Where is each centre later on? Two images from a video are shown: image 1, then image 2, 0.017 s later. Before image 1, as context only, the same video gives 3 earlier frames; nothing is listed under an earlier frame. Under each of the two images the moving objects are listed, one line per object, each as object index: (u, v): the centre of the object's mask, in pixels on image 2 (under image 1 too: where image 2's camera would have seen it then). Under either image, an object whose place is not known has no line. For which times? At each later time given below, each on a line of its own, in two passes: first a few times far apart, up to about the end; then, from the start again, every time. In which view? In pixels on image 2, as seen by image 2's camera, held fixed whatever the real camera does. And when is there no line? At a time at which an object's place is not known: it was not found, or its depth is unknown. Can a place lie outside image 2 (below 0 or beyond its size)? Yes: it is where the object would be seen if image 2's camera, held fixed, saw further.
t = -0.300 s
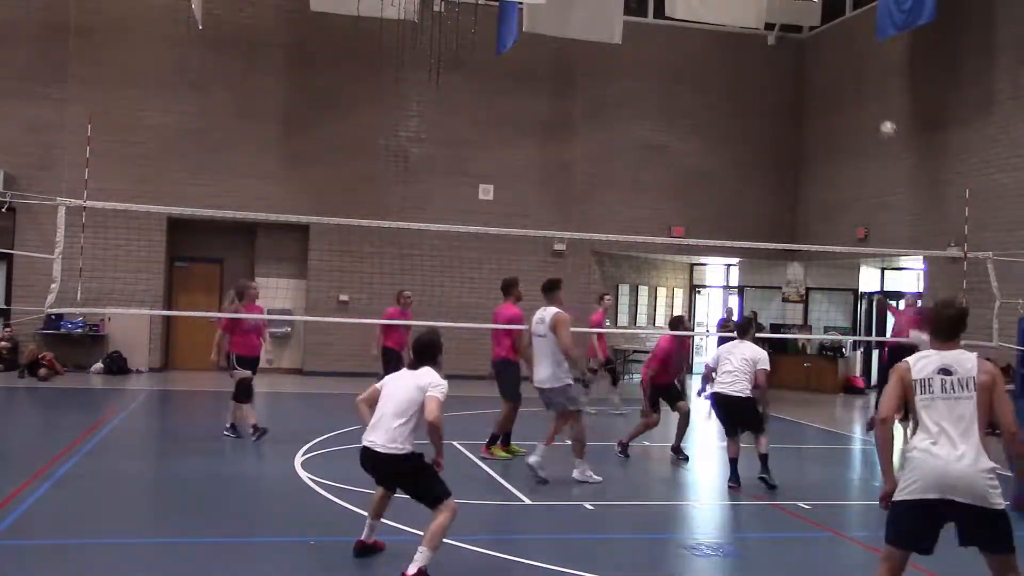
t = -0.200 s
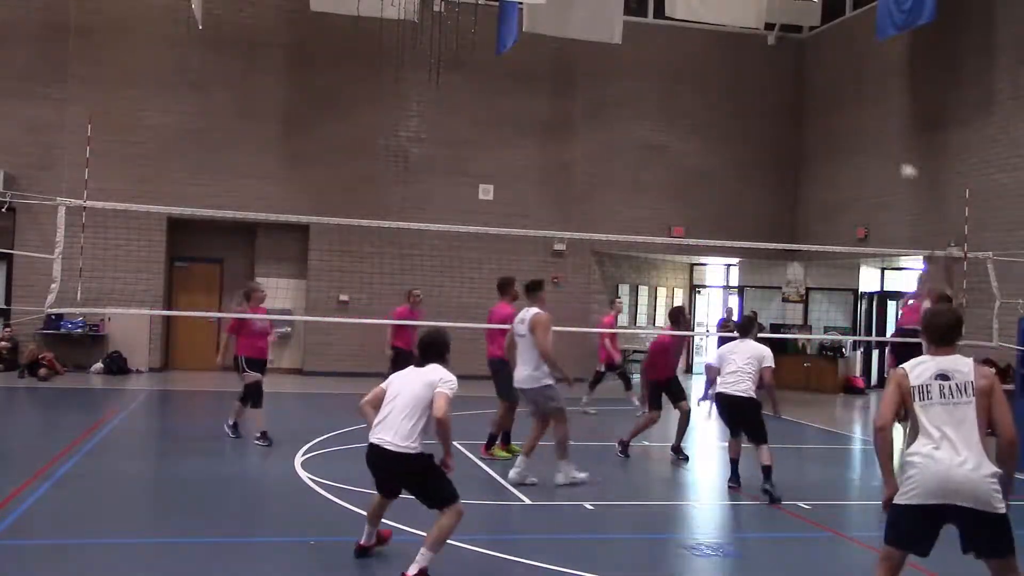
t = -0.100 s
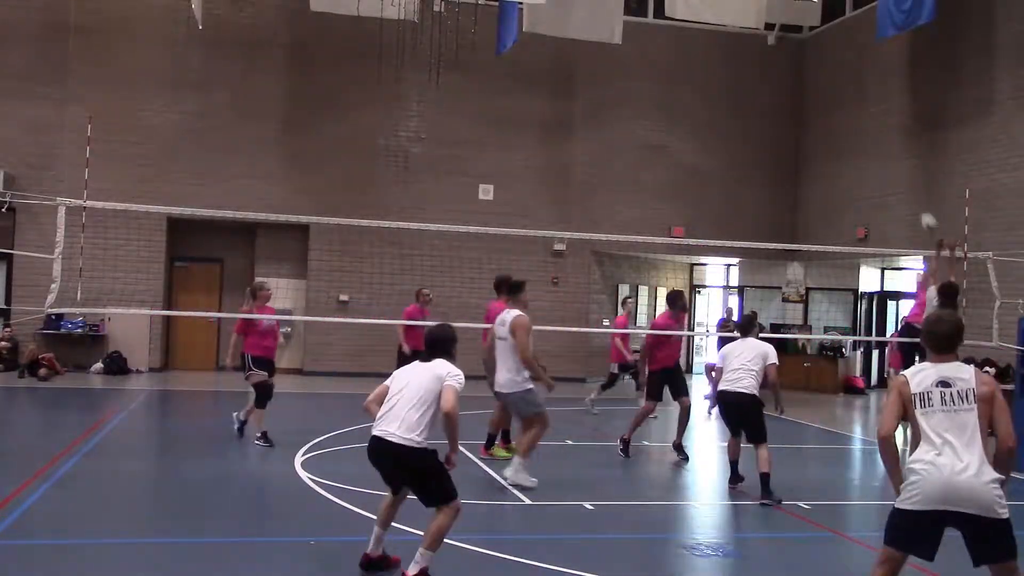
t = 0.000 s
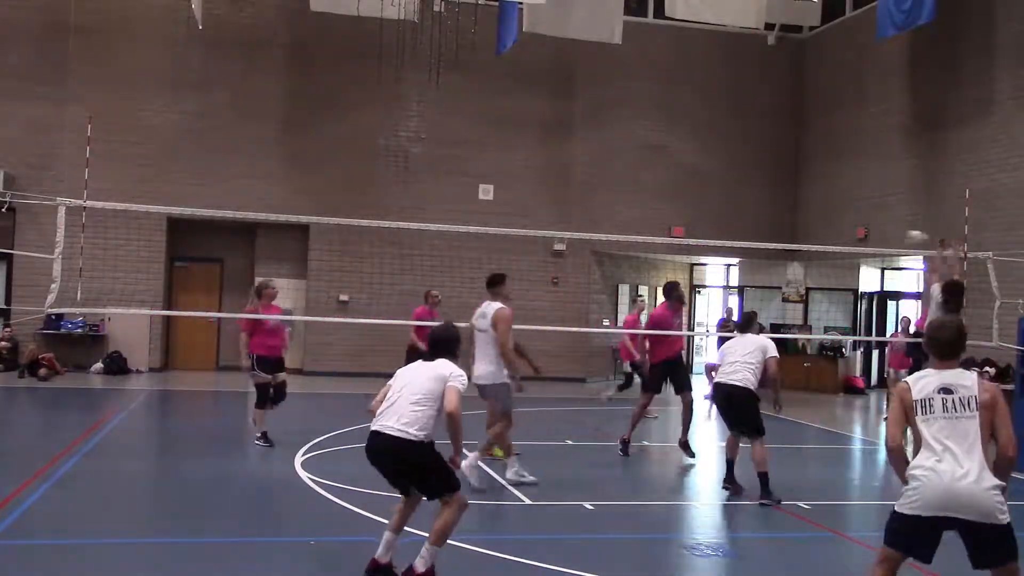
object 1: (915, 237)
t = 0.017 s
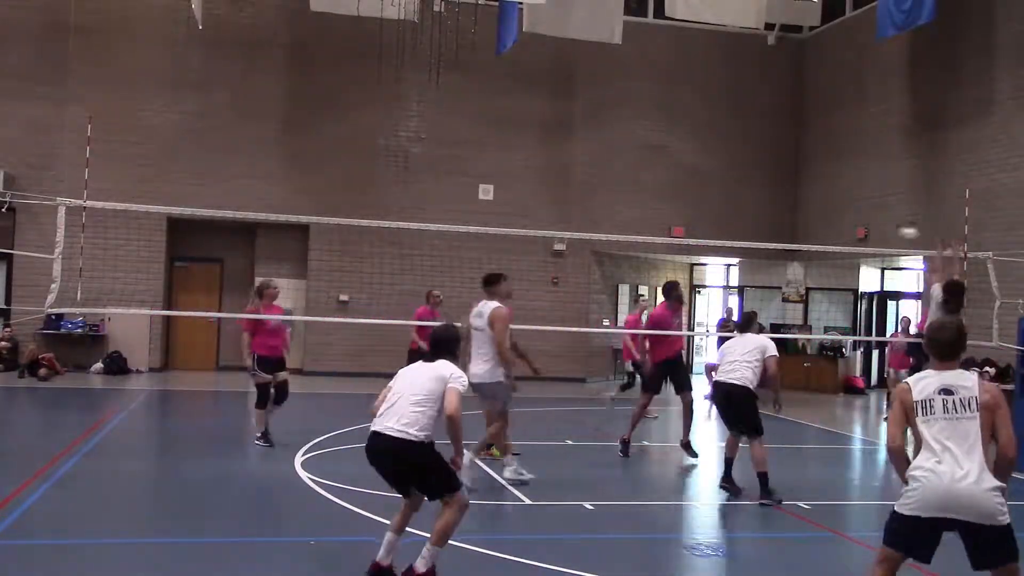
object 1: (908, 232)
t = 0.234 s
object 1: (792, 216)
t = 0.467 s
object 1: (617, 259)
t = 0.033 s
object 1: (901, 230)
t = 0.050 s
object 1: (893, 228)
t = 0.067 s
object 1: (885, 226)
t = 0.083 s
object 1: (877, 224)
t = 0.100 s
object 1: (868, 222)
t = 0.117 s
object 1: (860, 221)
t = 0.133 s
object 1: (850, 220)
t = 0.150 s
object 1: (842, 218)
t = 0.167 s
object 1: (831, 218)
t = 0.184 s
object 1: (823, 216)
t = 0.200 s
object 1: (813, 217)
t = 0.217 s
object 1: (802, 216)
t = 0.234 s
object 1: (792, 216)
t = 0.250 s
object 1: (782, 217)
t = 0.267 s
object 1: (772, 217)
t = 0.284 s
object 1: (762, 219)
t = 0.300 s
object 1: (750, 221)
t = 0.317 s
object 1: (738, 222)
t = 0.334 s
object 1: (727, 224)
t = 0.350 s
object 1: (714, 228)
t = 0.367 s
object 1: (702, 231)
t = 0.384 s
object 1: (692, 233)
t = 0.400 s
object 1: (678, 234)
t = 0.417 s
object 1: (662, 244)
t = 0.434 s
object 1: (648, 248)
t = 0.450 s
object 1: (633, 252)
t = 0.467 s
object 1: (617, 259)
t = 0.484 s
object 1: (603, 264)
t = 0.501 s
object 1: (587, 272)
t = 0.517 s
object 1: (572, 278)
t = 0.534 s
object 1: (555, 287)
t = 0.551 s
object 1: (539, 296)
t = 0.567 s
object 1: (521, 304)
